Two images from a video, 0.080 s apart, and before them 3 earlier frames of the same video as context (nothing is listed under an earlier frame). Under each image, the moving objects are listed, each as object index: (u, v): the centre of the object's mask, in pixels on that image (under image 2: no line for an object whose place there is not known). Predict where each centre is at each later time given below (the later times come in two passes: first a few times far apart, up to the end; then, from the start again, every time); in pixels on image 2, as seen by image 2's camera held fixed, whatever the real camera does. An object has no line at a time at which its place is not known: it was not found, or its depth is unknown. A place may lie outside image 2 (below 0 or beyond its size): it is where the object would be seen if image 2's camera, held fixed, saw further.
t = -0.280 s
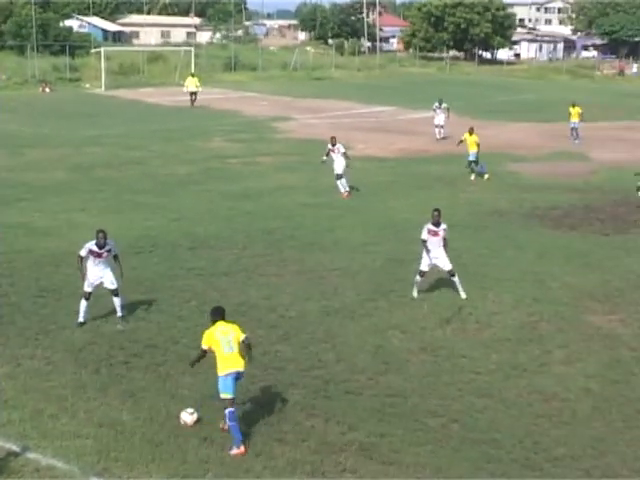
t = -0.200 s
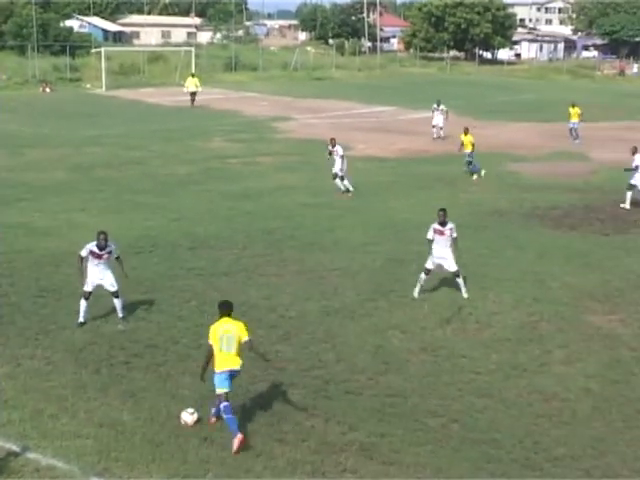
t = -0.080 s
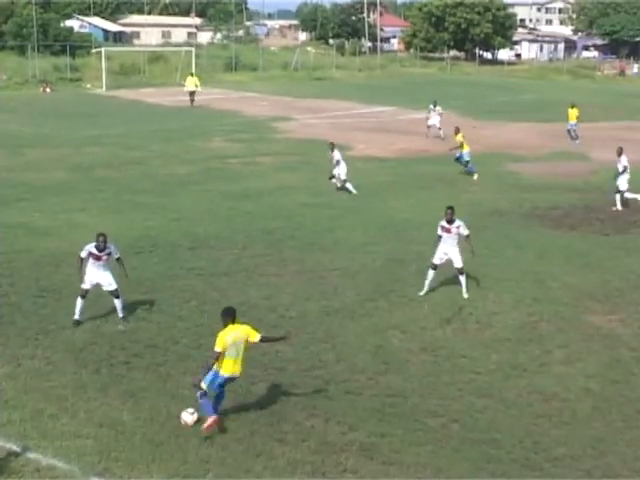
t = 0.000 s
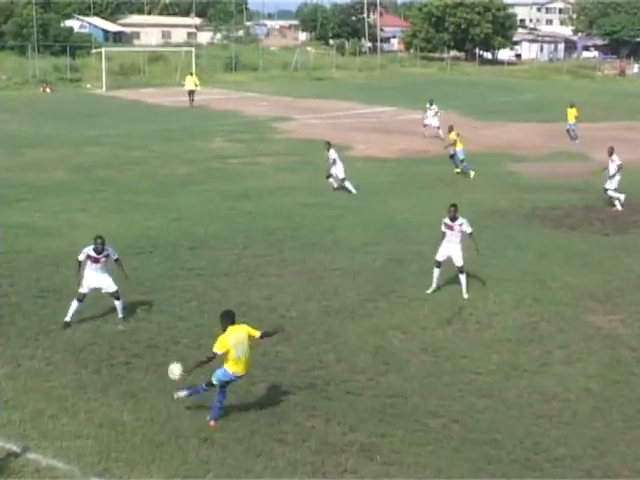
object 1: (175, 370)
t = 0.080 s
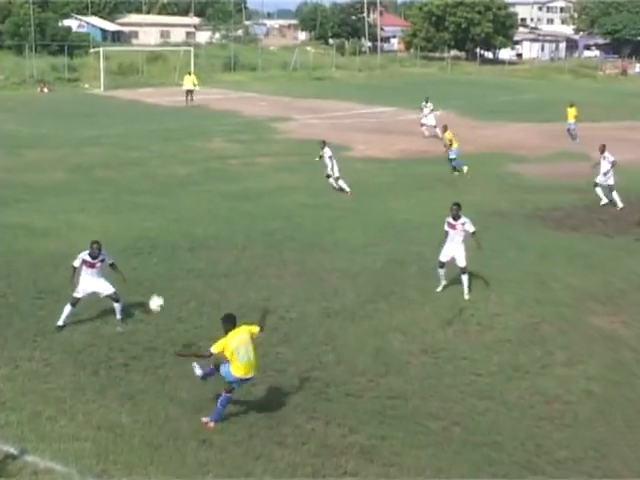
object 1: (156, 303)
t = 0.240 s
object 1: (129, 206)
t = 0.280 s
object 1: (124, 188)
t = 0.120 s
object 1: (149, 274)
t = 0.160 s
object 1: (142, 248)
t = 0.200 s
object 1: (136, 225)
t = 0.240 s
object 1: (129, 206)
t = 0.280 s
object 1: (124, 188)
